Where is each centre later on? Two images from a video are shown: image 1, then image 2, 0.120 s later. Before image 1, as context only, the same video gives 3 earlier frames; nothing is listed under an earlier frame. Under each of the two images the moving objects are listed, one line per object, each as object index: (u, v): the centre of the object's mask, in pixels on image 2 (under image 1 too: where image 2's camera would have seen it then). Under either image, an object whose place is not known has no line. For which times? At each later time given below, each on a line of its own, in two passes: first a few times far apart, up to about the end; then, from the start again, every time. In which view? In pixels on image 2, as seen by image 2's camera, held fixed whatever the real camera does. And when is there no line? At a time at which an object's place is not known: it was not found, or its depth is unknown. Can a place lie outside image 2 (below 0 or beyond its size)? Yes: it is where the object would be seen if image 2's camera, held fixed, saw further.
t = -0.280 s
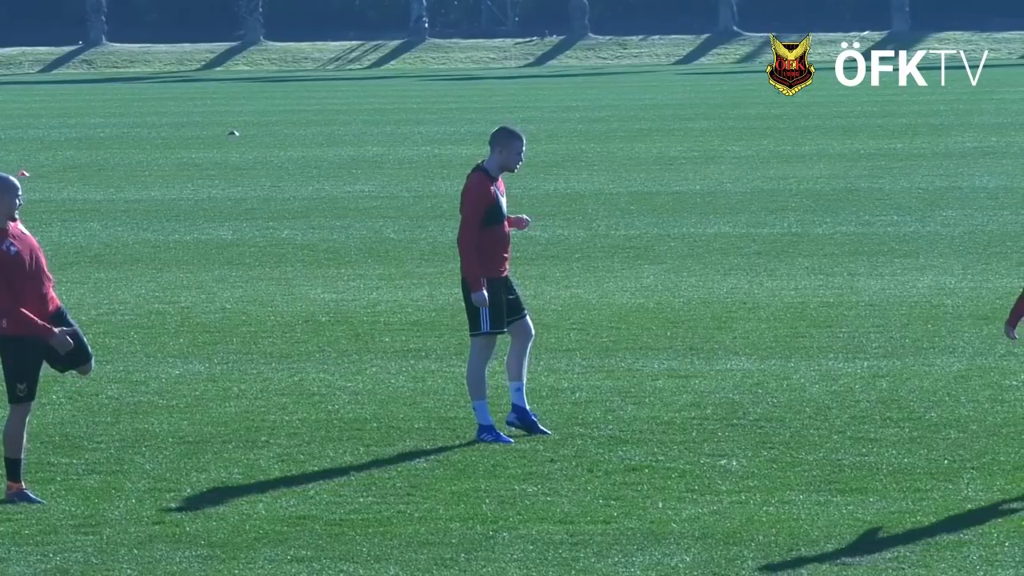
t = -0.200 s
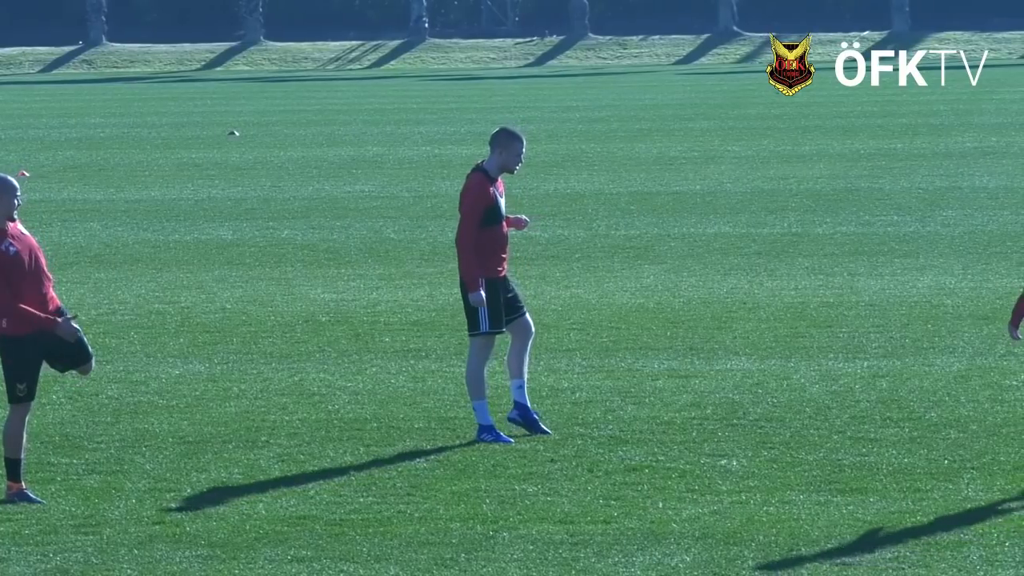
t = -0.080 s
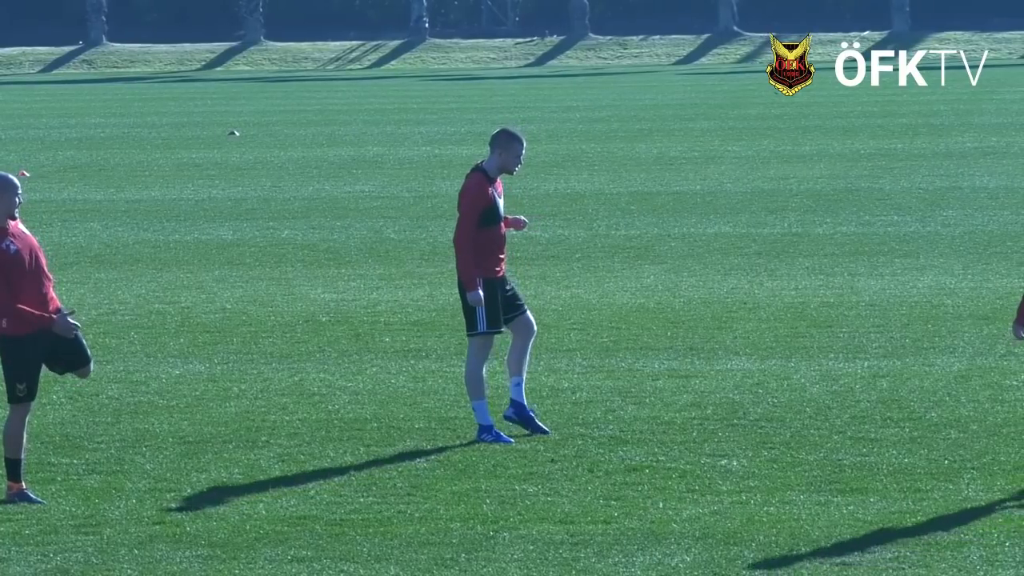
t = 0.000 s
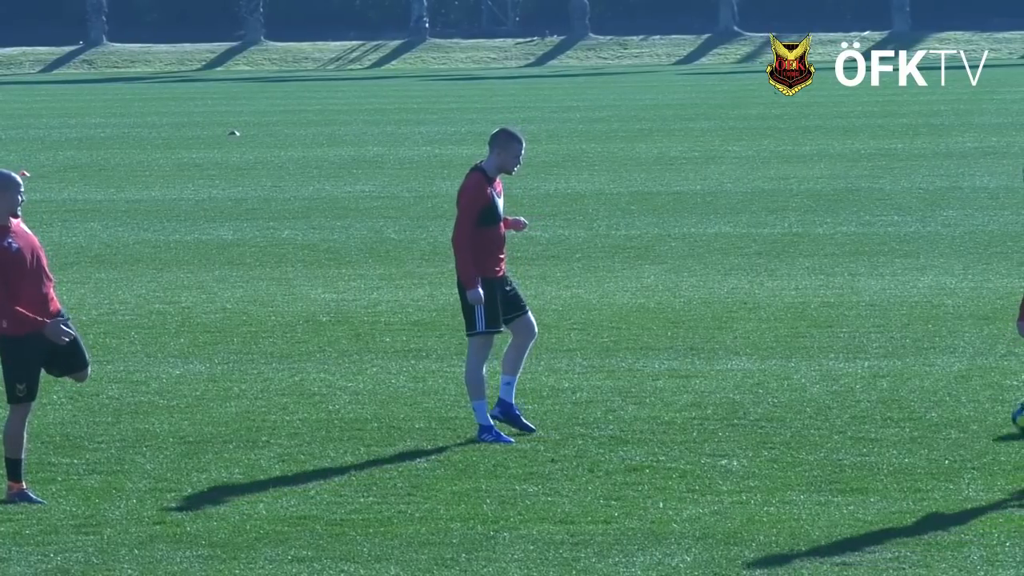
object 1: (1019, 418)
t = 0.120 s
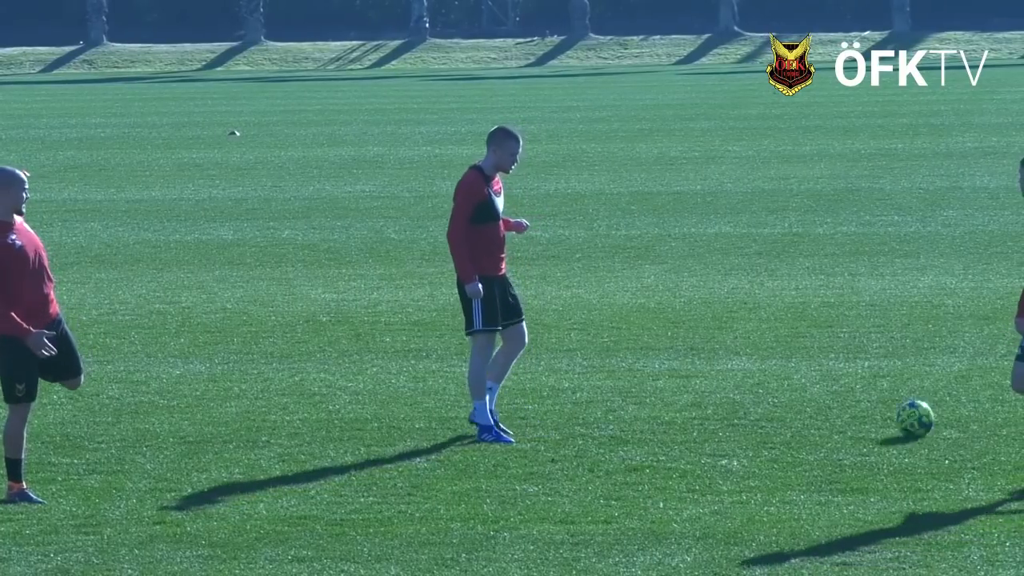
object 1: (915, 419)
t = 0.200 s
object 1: (844, 422)
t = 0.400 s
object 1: (692, 427)
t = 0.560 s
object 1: (593, 430)
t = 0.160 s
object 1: (879, 419)
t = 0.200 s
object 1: (844, 422)
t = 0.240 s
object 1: (811, 424)
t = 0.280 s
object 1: (780, 423)
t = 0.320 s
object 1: (749, 425)
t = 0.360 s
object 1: (719, 427)
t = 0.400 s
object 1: (692, 427)
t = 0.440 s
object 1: (667, 426)
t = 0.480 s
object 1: (642, 428)
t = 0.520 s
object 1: (617, 430)
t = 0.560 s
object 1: (593, 430)
